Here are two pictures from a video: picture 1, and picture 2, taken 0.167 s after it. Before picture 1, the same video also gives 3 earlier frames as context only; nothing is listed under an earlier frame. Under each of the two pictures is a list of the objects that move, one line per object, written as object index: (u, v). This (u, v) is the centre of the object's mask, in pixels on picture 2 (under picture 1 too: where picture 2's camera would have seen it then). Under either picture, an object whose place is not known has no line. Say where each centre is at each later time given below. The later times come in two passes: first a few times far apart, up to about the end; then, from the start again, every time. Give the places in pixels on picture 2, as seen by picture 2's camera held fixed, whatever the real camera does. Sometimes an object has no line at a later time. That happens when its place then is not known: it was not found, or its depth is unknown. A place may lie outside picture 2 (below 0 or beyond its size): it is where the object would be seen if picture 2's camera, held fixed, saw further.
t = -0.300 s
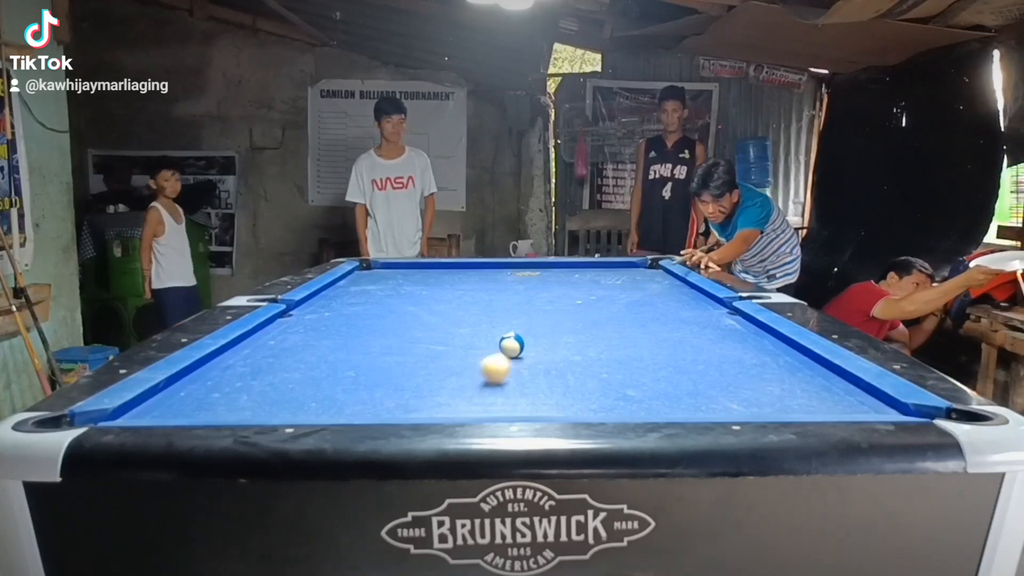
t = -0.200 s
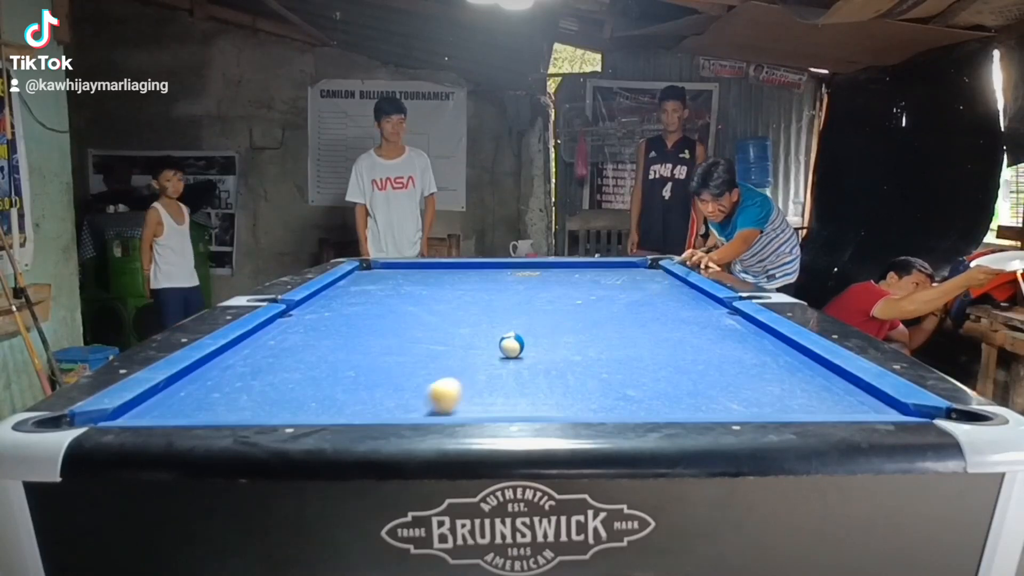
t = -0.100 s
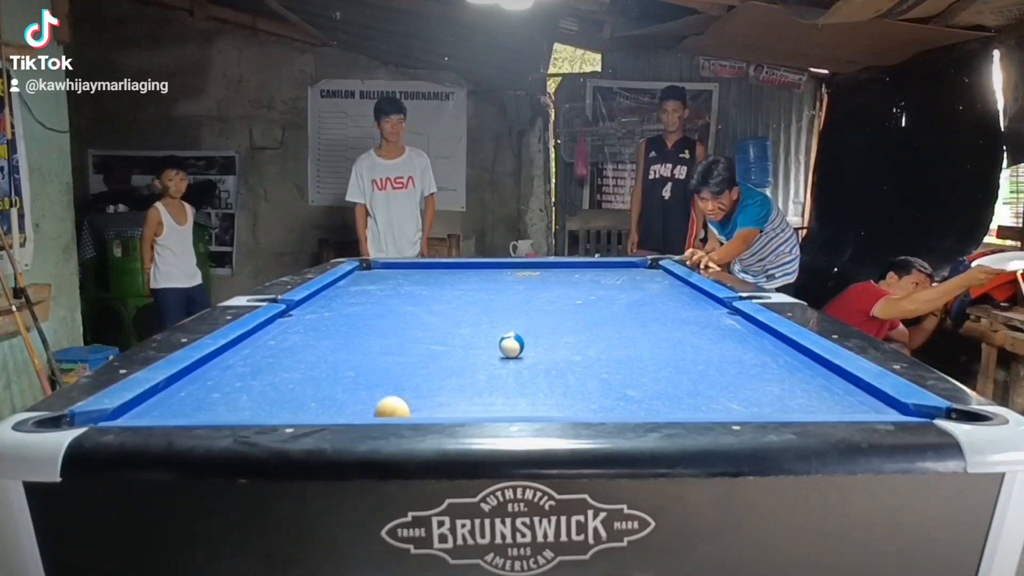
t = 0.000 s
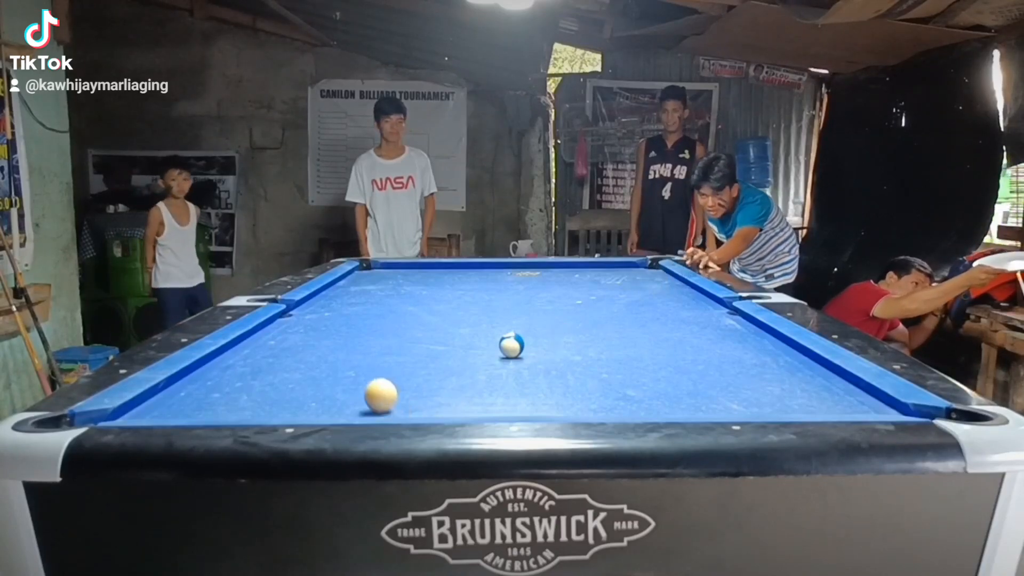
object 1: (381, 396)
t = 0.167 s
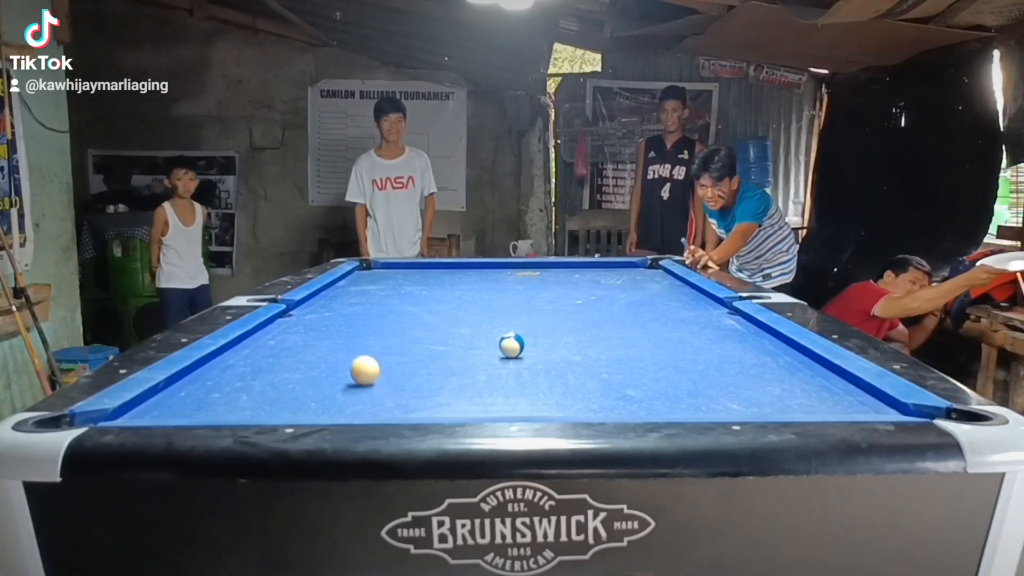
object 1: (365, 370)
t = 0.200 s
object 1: (362, 366)
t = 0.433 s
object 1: (346, 341)
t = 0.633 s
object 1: (335, 325)
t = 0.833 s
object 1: (326, 311)
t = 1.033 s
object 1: (319, 300)
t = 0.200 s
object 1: (362, 366)
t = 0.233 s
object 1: (360, 362)
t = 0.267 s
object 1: (357, 358)
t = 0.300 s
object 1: (355, 354)
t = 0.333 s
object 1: (353, 351)
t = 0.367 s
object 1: (350, 347)
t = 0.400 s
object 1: (348, 344)
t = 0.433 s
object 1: (346, 341)
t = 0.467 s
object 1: (344, 338)
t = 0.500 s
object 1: (342, 335)
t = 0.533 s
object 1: (340, 332)
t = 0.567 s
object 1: (338, 330)
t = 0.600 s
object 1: (337, 327)
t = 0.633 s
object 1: (335, 325)
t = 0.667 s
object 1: (333, 322)
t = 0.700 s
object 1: (332, 320)
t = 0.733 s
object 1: (330, 318)
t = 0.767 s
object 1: (329, 315)
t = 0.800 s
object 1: (327, 313)
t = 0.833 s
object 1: (326, 311)
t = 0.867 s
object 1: (325, 309)
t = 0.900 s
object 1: (324, 307)
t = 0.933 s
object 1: (322, 305)
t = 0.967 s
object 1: (321, 304)
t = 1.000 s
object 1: (320, 302)
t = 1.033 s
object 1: (319, 300)
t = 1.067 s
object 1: (318, 299)
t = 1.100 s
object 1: (317, 297)
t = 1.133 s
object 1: (319, 296)
